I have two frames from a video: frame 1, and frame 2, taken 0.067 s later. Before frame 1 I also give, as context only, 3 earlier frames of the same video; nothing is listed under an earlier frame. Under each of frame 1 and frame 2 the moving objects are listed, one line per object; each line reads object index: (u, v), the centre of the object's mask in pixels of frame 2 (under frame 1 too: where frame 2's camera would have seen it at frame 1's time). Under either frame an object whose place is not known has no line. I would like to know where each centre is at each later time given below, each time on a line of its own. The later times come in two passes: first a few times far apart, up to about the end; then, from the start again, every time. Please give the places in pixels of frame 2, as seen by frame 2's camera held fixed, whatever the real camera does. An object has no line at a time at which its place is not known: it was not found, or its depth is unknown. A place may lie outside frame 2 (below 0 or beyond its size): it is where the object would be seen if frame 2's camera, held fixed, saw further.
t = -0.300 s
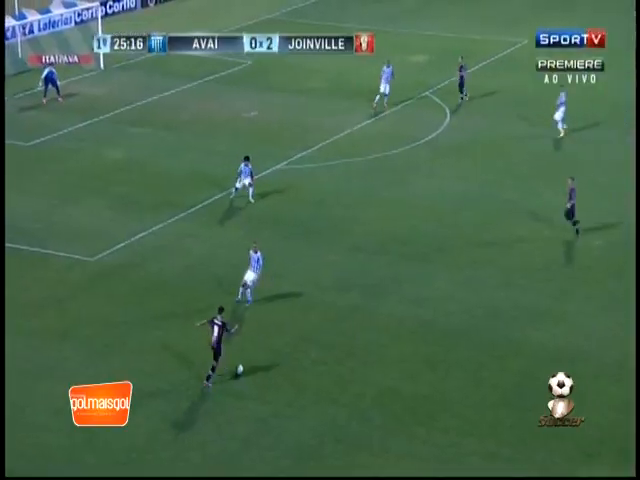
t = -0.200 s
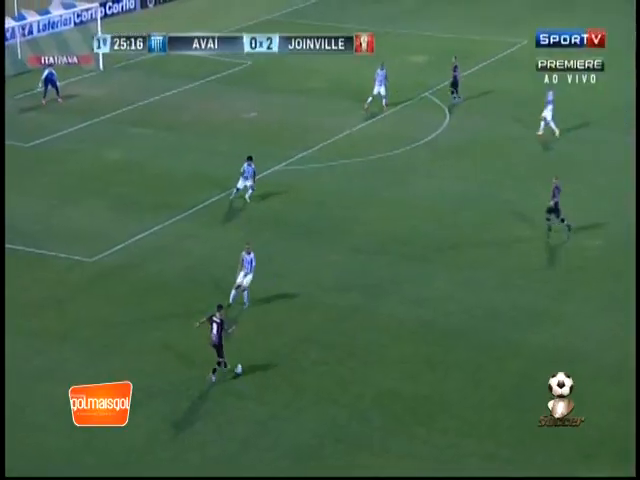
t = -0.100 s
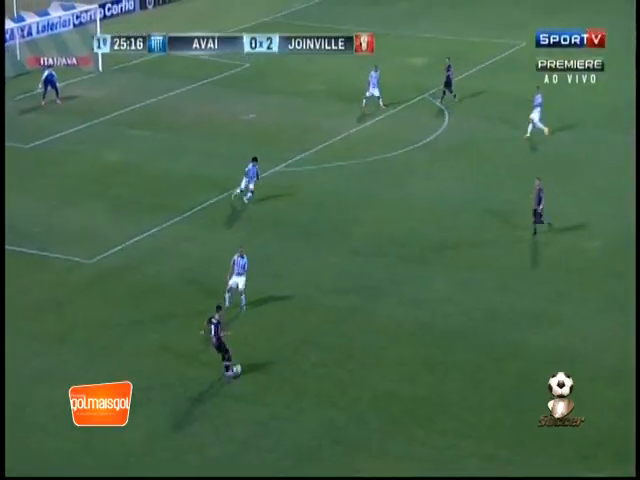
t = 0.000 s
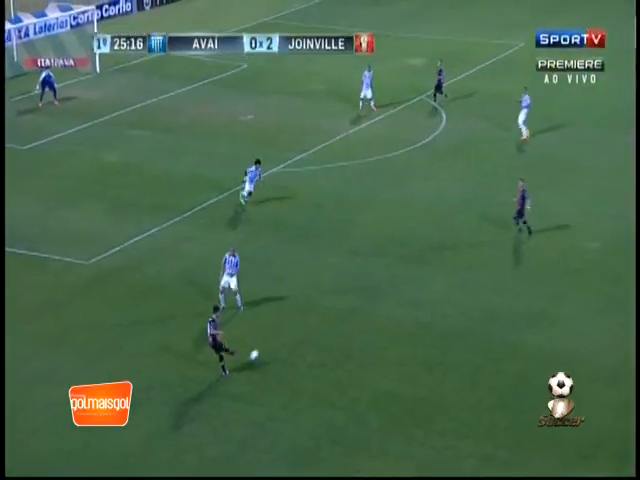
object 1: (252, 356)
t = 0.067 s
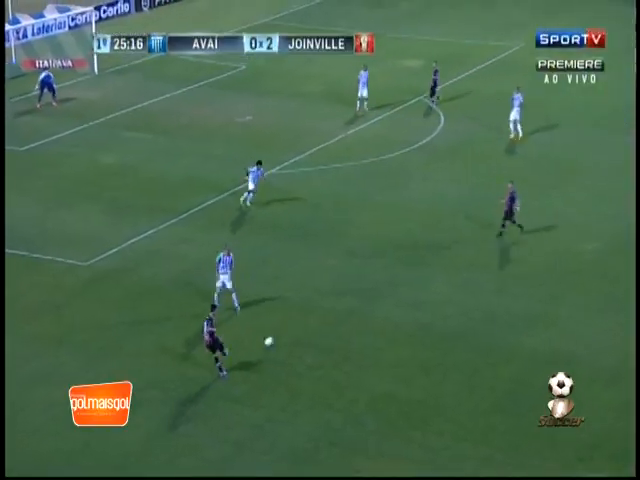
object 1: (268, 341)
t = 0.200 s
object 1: (298, 321)
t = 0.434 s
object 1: (339, 287)
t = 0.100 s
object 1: (275, 336)
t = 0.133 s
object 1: (285, 330)
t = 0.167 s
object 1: (291, 325)
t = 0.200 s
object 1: (298, 321)
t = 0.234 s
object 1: (305, 315)
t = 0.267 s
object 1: (311, 309)
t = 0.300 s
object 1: (317, 305)
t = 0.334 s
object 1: (323, 300)
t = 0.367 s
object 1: (328, 296)
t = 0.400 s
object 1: (334, 291)
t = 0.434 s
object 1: (339, 287)
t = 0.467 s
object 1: (345, 282)
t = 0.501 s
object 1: (349, 279)
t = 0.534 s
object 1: (353, 274)
